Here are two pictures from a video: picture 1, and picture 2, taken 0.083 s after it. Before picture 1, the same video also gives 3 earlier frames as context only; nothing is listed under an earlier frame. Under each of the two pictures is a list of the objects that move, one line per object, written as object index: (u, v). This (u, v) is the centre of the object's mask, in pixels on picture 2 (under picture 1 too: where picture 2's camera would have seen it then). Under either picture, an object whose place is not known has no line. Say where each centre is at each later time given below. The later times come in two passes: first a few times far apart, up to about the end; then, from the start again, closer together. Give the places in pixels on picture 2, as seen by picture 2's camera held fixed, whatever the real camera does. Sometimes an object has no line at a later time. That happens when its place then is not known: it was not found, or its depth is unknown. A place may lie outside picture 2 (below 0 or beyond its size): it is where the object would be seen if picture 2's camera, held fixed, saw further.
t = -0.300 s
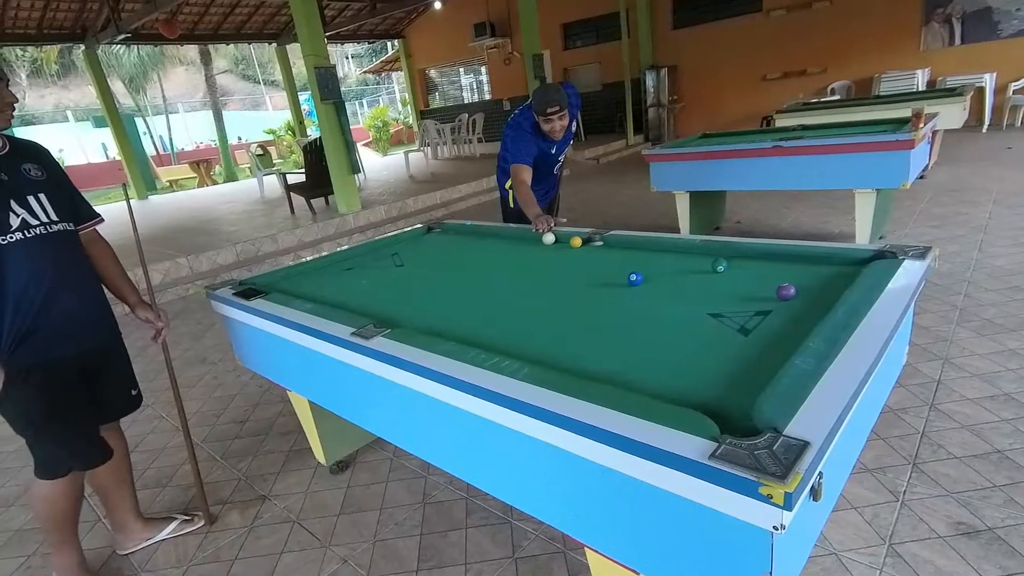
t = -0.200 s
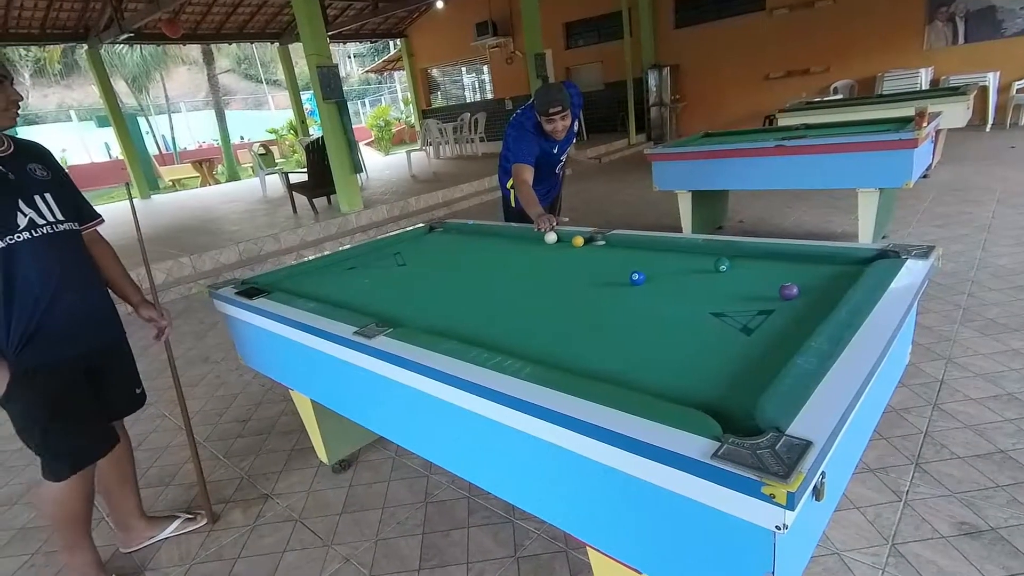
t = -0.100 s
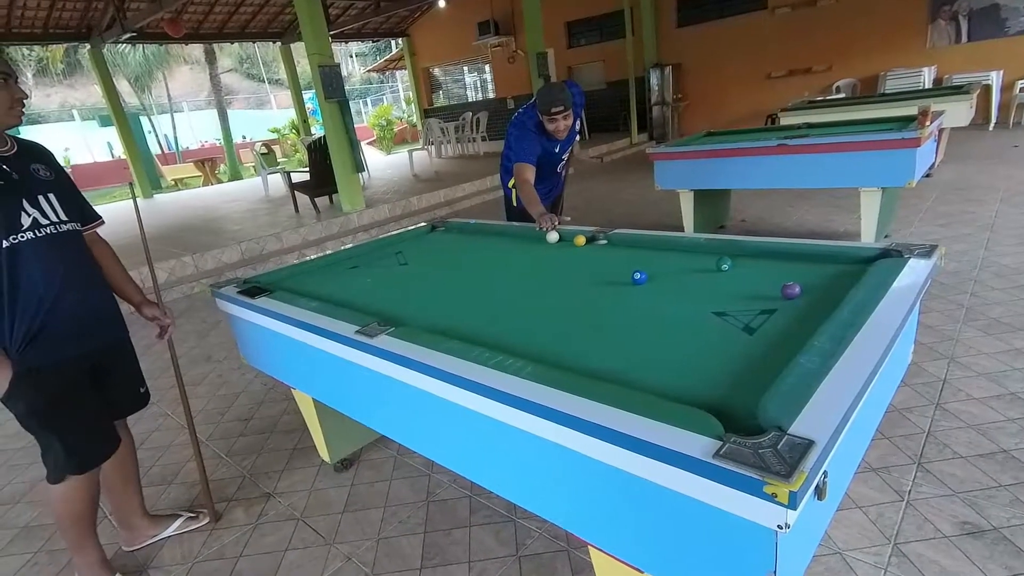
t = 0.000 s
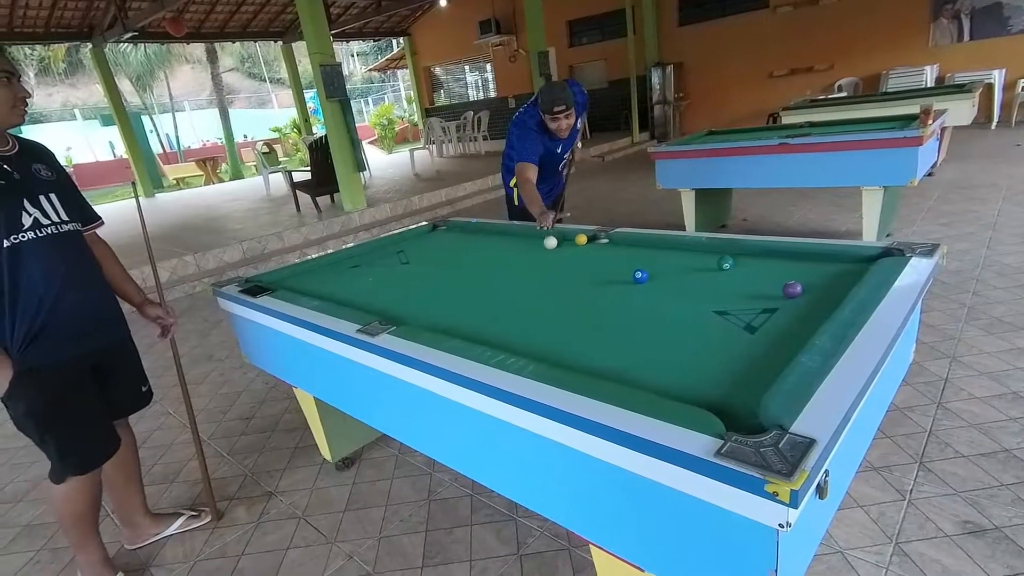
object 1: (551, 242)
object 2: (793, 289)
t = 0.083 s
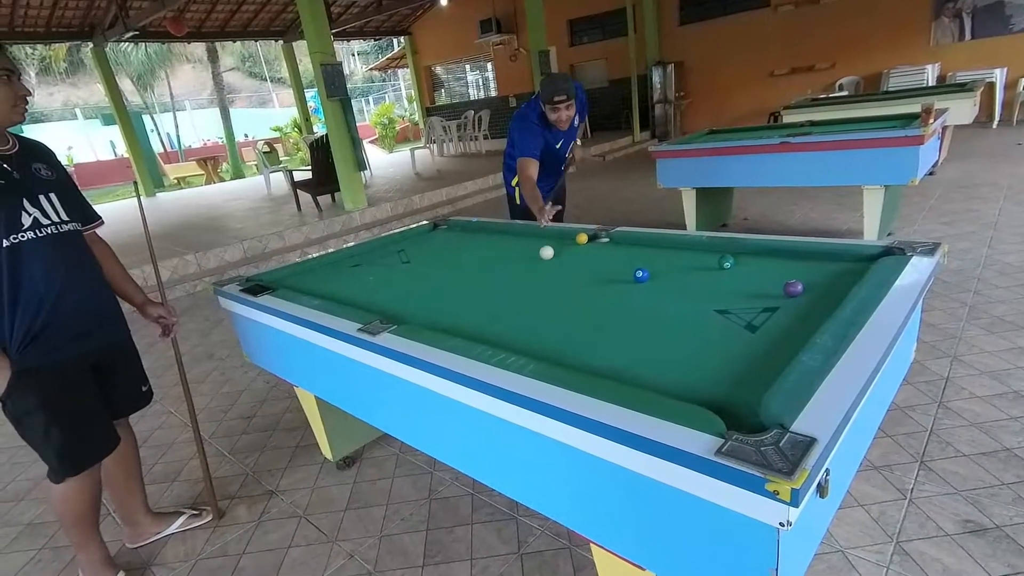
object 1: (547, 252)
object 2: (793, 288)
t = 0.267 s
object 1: (536, 280)
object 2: (793, 289)
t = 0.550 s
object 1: (511, 345)
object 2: (793, 288)
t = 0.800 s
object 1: (620, 326)
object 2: (793, 288)
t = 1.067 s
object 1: (729, 304)
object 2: (793, 288)
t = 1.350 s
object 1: (820, 291)
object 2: (818, 275)
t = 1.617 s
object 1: (819, 280)
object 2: (852, 258)
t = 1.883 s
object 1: (795, 269)
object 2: (860, 267)
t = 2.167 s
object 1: (774, 258)
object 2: (838, 276)
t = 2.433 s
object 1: (758, 251)
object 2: (818, 283)
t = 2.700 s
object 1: (738, 252)
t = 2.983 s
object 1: (718, 253)
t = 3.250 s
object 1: (705, 256)
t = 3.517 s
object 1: (693, 258)
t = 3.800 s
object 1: (683, 259)
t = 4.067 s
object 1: (675, 260)
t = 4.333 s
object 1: (671, 261)
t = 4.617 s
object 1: (668, 262)
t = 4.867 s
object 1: (667, 262)
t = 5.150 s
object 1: (668, 263)
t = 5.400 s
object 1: (668, 263)
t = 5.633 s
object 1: (667, 263)
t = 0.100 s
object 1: (546, 255)
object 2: (793, 288)
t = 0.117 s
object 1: (545, 257)
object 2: (794, 288)
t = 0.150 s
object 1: (543, 262)
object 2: (793, 288)
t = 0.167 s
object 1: (542, 264)
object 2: (793, 288)
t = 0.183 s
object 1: (541, 267)
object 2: (794, 288)
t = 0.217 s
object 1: (539, 272)
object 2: (793, 289)
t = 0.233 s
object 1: (538, 275)
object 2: (793, 289)
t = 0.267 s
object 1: (536, 280)
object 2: (793, 289)
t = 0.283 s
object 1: (535, 283)
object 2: (793, 289)
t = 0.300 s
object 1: (533, 286)
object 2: (793, 289)
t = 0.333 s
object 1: (531, 293)
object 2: (793, 289)
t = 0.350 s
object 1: (530, 296)
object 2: (793, 288)
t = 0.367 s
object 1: (528, 300)
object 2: (793, 288)
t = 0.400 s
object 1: (526, 307)
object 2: (793, 288)
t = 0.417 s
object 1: (524, 311)
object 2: (793, 288)
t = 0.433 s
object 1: (523, 315)
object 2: (793, 288)
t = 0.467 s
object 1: (519, 324)
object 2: (793, 288)
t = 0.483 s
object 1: (518, 328)
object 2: (793, 288)
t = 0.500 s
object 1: (516, 332)
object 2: (793, 288)
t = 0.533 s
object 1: (512, 342)
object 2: (793, 288)
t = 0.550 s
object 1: (511, 345)
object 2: (793, 288)
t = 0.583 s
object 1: (523, 346)
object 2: (793, 288)
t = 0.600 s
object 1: (531, 344)
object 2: (793, 288)
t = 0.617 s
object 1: (539, 343)
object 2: (793, 288)
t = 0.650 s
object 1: (555, 339)
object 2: (793, 288)
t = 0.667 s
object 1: (562, 338)
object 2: (793, 288)
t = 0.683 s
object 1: (570, 336)
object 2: (793, 288)
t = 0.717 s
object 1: (584, 333)
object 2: (793, 288)
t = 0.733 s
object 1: (591, 332)
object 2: (793, 288)
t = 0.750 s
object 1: (599, 330)
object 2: (793, 288)
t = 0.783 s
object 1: (613, 327)
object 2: (793, 288)
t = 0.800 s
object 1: (620, 326)
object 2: (793, 288)
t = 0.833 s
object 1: (634, 323)
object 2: (793, 288)
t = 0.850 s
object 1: (641, 322)
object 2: (793, 288)
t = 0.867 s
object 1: (649, 320)
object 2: (793, 288)
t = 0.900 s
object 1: (662, 318)
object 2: (793, 288)
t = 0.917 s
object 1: (669, 316)
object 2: (793, 288)
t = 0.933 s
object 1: (676, 315)
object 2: (793, 288)
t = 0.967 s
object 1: (690, 312)
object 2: (793, 288)
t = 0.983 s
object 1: (696, 311)
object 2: (793, 288)
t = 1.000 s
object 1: (703, 310)
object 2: (793, 288)
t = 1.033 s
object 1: (716, 307)
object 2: (793, 288)
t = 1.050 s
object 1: (723, 305)
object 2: (793, 288)
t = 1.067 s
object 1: (729, 304)
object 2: (793, 288)
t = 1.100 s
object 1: (742, 301)
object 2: (793, 288)
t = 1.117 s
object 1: (749, 300)
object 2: (793, 288)
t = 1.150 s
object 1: (762, 297)
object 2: (793, 288)
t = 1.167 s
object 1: (768, 296)
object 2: (793, 288)
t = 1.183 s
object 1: (775, 295)
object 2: (794, 288)
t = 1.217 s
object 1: (785, 293)
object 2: (798, 285)
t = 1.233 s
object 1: (789, 293)
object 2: (801, 283)
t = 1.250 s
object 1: (793, 293)
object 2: (804, 282)
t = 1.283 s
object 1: (802, 292)
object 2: (810, 279)
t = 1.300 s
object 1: (806, 292)
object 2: (812, 279)
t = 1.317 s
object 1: (811, 291)
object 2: (814, 277)
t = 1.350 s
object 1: (820, 291)
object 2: (818, 275)
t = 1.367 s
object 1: (824, 291)
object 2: (820, 274)
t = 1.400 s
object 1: (832, 290)
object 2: (825, 272)
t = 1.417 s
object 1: (836, 290)
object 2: (828, 272)
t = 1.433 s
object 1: (839, 289)
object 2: (829, 271)
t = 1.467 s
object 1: (836, 288)
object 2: (833, 268)
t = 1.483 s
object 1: (834, 287)
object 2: (835, 267)
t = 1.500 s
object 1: (832, 286)
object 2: (838, 266)
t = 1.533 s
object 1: (828, 284)
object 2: (843, 264)
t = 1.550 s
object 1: (826, 283)
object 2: (845, 262)
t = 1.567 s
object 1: (825, 283)
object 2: (846, 262)
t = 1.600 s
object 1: (821, 281)
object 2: (851, 259)
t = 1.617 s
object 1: (819, 280)
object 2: (852, 258)
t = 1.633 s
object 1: (818, 280)
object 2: (854, 258)
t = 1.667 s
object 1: (815, 278)
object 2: (856, 259)
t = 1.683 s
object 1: (813, 277)
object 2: (858, 260)
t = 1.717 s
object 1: (809, 276)
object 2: (859, 261)
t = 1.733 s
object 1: (808, 275)
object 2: (860, 261)
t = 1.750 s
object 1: (807, 274)
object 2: (860, 261)
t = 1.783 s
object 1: (803, 273)
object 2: (862, 263)
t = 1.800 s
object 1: (802, 272)
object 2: (862, 263)
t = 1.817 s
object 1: (801, 271)
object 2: (864, 264)
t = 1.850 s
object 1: (798, 270)
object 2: (863, 265)
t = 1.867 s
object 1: (796, 269)
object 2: (861, 266)
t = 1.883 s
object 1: (795, 269)
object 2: (860, 267)
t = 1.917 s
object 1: (792, 267)
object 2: (858, 268)
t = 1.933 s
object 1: (791, 267)
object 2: (857, 268)
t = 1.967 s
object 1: (788, 265)
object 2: (854, 269)
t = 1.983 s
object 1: (787, 264)
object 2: (853, 270)
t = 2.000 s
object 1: (786, 264)
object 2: (851, 270)
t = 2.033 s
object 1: (783, 263)
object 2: (848, 272)
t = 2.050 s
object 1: (782, 262)
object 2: (847, 273)
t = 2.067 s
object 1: (781, 262)
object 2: (845, 273)
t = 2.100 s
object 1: (778, 260)
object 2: (843, 274)
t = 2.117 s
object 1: (777, 260)
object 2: (841, 274)
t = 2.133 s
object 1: (776, 259)
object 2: (841, 275)
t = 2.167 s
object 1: (774, 258)
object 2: (838, 276)
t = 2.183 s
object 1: (773, 258)
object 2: (836, 276)
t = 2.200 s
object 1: (772, 257)
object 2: (835, 277)
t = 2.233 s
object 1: (770, 256)
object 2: (833, 278)
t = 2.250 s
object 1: (768, 256)
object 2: (831, 278)
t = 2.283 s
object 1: (767, 255)
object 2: (829, 279)
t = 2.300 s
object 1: (765, 254)
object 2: (827, 279)
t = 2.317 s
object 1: (765, 254)
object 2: (826, 280)
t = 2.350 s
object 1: (762, 252)
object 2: (823, 281)
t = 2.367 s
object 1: (762, 252)
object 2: (822, 281)
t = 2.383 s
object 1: (761, 252)
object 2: (821, 282)
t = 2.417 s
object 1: (759, 251)
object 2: (820, 283)
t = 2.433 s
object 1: (758, 251)
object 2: (818, 283)
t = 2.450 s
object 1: (757, 251)
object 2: (817, 284)
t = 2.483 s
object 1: (754, 251)
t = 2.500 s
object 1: (753, 251)
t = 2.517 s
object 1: (751, 251)
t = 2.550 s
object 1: (749, 251)
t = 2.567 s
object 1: (748, 251)
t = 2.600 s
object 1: (745, 252)
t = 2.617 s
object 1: (744, 252)
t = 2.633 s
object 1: (743, 252)
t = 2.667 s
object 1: (740, 252)
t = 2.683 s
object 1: (739, 252)
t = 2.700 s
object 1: (738, 252)
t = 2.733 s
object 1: (736, 252)
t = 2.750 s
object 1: (735, 252)
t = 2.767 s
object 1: (734, 252)
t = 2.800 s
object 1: (731, 252)
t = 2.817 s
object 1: (730, 252)
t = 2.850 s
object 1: (728, 252)
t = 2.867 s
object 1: (727, 252)
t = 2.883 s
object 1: (725, 252)
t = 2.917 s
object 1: (722, 252)
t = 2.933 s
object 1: (721, 252)
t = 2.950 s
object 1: (720, 252)
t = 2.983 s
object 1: (718, 253)
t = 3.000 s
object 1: (717, 254)
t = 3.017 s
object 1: (716, 254)
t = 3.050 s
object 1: (714, 254)
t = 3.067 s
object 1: (714, 255)
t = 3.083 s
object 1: (713, 255)
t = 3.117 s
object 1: (711, 255)
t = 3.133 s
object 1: (711, 256)
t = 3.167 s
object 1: (709, 256)
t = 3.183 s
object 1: (708, 256)
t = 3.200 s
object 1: (707, 256)
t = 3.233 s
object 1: (705, 256)
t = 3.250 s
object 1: (705, 256)
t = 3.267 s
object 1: (704, 256)
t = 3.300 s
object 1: (702, 256)
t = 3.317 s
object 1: (701, 257)
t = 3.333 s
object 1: (701, 257)
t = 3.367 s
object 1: (699, 257)
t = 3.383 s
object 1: (698, 257)
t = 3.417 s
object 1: (697, 257)
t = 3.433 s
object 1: (696, 257)
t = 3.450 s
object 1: (695, 257)
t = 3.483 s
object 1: (694, 258)
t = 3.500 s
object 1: (693, 258)
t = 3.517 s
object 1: (693, 258)
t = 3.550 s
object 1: (691, 258)
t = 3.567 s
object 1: (691, 258)
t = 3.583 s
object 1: (690, 258)
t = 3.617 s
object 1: (689, 258)
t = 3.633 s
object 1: (688, 259)
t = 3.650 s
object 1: (688, 259)
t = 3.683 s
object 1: (686, 259)
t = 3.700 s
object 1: (686, 259)
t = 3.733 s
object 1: (685, 259)
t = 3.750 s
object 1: (684, 259)
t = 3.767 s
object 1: (684, 259)
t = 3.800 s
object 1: (683, 259)
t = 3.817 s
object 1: (682, 259)
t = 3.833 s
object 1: (682, 260)
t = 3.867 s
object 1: (680, 260)
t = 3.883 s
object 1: (680, 260)
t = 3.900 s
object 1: (679, 260)
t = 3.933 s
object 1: (679, 260)
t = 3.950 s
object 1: (678, 260)
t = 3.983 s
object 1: (677, 260)
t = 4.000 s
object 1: (677, 260)
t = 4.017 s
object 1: (676, 260)
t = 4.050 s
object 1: (676, 260)
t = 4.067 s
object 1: (675, 260)
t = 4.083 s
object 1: (675, 261)
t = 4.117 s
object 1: (674, 261)
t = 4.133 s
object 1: (674, 261)
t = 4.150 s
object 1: (673, 261)
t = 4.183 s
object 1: (673, 261)
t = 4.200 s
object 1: (673, 261)
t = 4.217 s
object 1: (672, 261)
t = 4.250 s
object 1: (672, 261)
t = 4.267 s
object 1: (671, 261)
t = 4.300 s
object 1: (671, 261)
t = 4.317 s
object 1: (671, 261)
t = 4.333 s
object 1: (671, 261)
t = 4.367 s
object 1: (670, 262)
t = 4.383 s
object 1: (670, 262)
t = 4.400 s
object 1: (669, 262)
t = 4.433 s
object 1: (669, 262)
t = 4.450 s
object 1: (669, 262)
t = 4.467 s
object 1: (669, 262)
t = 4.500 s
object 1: (669, 262)
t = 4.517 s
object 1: (669, 262)
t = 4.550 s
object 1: (668, 262)
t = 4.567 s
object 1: (668, 262)
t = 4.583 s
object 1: (668, 262)
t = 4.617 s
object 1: (668, 262)
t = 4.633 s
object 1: (667, 262)
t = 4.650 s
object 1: (667, 262)
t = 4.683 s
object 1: (667, 262)
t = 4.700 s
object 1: (667, 262)
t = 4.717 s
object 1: (667, 262)
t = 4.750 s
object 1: (667, 262)
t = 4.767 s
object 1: (667, 262)
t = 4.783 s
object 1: (667, 263)
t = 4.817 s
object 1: (667, 262)
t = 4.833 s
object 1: (667, 262)
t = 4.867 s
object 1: (667, 262)
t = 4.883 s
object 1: (667, 262)
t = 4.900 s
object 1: (667, 262)
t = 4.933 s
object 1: (668, 262)
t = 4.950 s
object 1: (668, 262)
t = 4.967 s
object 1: (668, 262)
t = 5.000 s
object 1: (668, 262)
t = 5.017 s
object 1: (668, 262)
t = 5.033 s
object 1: (668, 262)
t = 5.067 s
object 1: (668, 262)
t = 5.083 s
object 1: (668, 262)
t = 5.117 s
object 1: (668, 262)
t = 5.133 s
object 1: (668, 262)
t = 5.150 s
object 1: (668, 263)
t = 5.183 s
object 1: (668, 263)
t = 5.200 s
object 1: (668, 263)
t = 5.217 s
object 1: (668, 263)
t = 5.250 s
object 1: (668, 263)
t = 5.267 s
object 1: (668, 263)
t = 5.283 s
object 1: (668, 263)
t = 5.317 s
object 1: (668, 263)
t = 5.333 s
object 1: (668, 263)
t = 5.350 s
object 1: (668, 263)
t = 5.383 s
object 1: (668, 263)
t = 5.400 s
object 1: (668, 263)
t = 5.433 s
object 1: (668, 263)
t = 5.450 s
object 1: (668, 263)
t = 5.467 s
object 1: (668, 263)
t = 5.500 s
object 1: (668, 263)
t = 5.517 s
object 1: (668, 263)
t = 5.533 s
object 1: (668, 263)
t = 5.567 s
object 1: (668, 263)
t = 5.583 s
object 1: (667, 263)
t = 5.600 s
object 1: (667, 263)
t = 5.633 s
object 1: (667, 263)
